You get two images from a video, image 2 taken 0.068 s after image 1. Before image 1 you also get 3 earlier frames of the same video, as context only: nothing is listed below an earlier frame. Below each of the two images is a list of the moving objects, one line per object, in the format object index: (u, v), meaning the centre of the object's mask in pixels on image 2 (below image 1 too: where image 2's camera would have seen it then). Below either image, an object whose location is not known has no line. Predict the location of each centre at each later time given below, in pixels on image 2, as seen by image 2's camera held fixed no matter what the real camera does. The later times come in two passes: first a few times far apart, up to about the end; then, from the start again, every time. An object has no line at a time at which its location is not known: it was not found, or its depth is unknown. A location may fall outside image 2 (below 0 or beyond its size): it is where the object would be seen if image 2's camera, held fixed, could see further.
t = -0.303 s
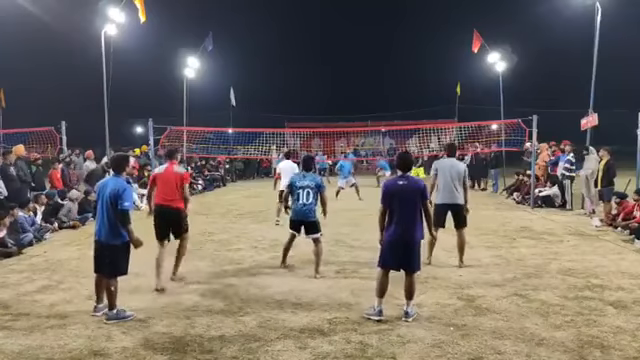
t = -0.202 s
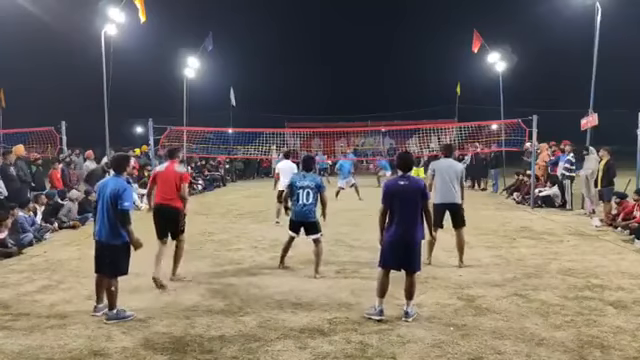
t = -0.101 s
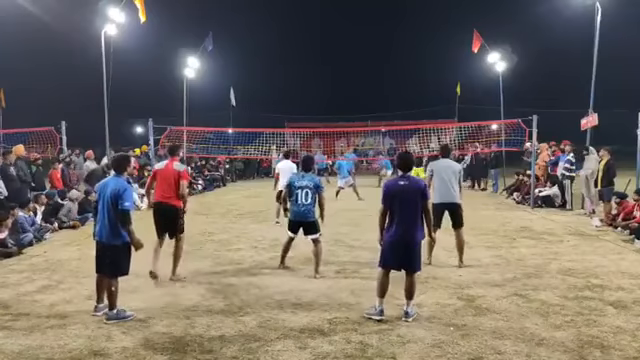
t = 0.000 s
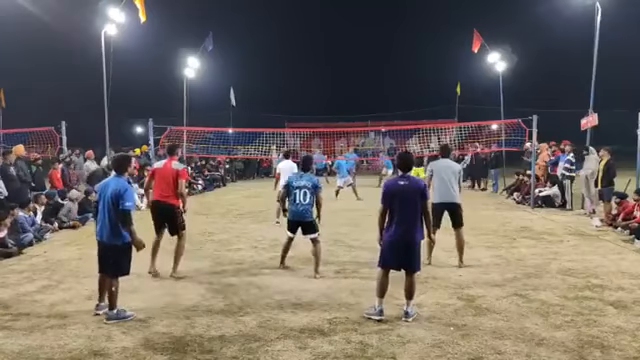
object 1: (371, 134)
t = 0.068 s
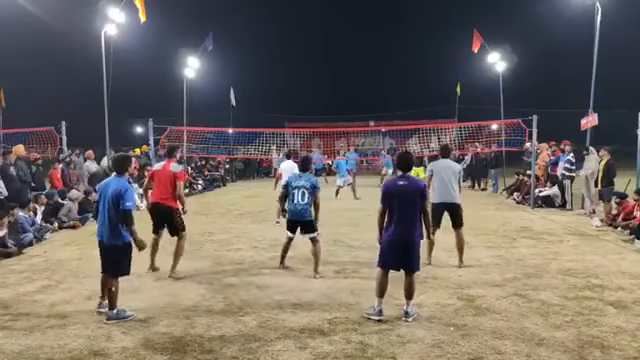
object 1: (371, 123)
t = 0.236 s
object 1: (372, 98)
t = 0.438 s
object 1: (374, 70)
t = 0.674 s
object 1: (378, 48)
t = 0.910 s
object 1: (385, 43)
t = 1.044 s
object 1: (392, 53)
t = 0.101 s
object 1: (371, 118)
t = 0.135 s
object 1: (372, 113)
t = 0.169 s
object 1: (372, 108)
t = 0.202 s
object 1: (372, 103)
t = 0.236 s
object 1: (372, 98)
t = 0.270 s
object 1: (372, 92)
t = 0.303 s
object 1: (372, 87)
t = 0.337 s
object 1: (373, 83)
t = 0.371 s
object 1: (373, 78)
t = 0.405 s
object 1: (373, 74)
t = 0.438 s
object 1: (374, 70)
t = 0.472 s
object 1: (374, 66)
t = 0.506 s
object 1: (375, 63)
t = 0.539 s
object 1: (375, 59)
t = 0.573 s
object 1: (376, 56)
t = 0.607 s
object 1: (376, 53)
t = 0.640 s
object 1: (377, 50)
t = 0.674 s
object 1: (378, 48)
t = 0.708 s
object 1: (379, 46)
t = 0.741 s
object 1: (380, 45)
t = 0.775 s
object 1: (381, 43)
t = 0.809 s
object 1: (381, 42)
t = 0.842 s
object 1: (383, 42)
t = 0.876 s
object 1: (384, 42)
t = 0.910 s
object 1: (385, 43)
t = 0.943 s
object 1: (387, 44)
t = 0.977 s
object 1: (388, 46)
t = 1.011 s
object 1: (390, 49)
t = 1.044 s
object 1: (392, 53)
